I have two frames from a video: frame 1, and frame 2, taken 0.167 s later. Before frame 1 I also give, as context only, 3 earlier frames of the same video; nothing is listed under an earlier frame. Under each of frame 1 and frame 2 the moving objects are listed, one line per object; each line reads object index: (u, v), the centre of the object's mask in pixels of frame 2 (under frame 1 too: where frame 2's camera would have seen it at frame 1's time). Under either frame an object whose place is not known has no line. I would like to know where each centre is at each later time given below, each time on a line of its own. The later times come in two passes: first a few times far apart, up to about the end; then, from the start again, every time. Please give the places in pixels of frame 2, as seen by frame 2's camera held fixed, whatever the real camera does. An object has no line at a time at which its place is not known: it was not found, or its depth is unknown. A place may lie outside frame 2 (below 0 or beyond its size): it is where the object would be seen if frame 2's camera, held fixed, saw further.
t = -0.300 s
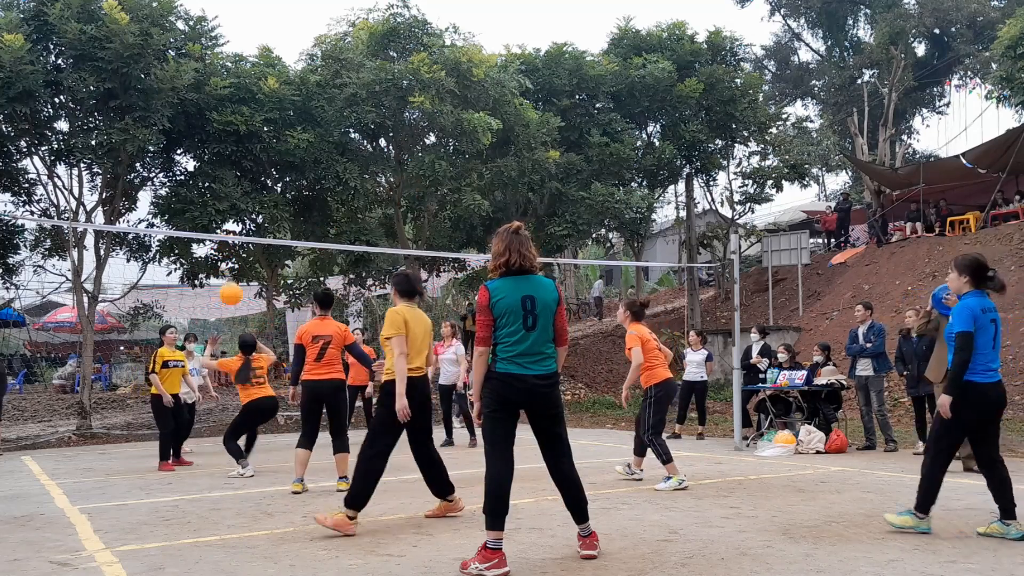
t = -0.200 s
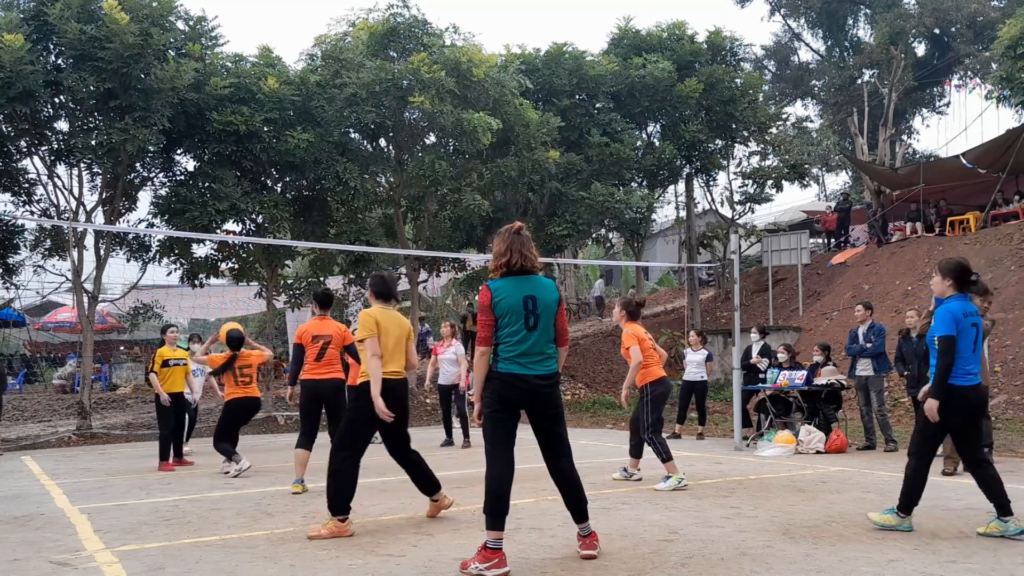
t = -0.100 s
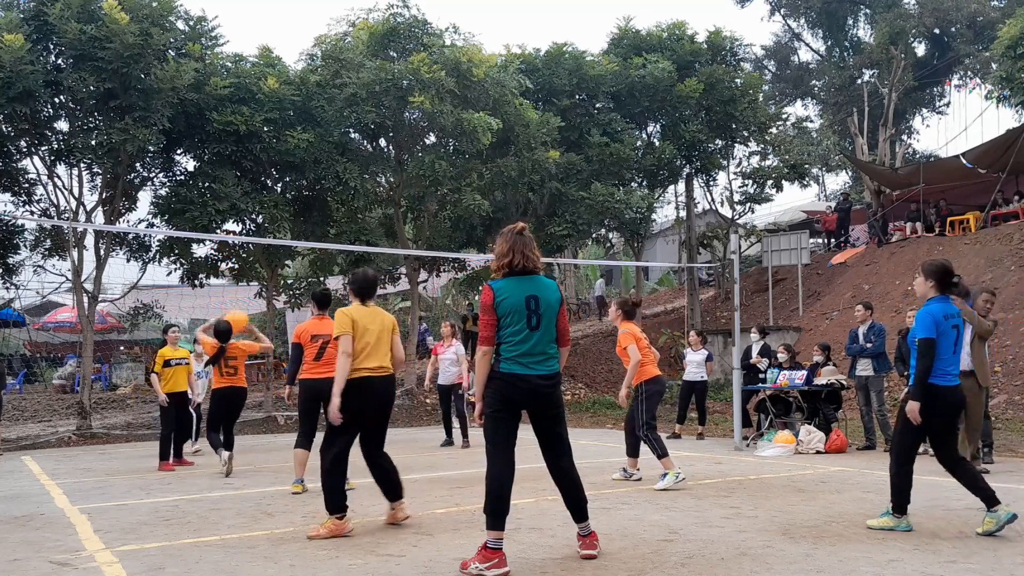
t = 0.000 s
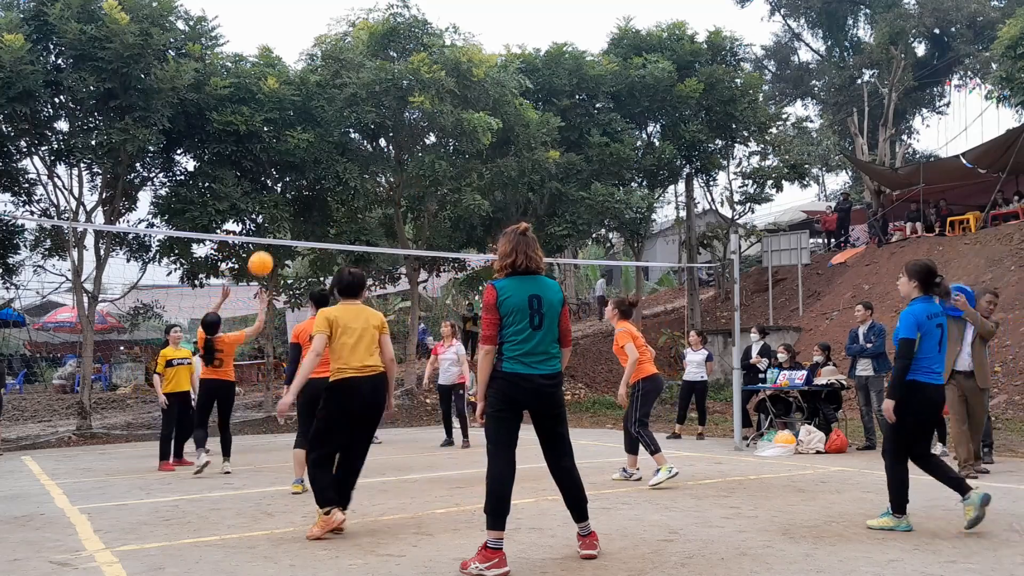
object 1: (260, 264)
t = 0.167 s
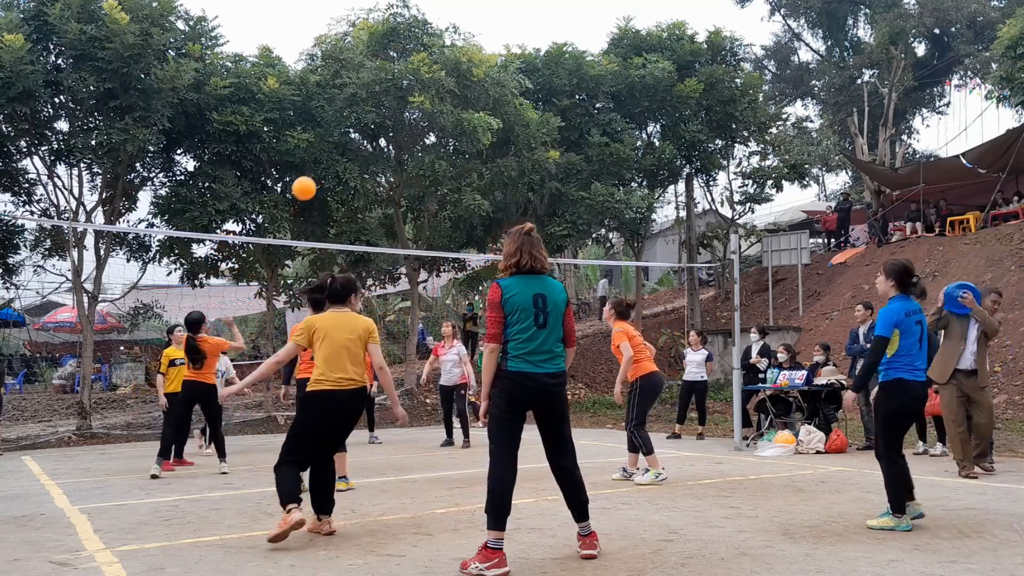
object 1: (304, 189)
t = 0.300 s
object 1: (334, 150)
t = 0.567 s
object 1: (390, 126)
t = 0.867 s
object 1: (449, 173)
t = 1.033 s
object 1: (477, 230)
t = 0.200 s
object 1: (312, 177)
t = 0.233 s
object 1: (319, 167)
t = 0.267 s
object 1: (327, 158)
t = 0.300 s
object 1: (334, 150)
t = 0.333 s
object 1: (342, 144)
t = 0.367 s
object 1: (349, 138)
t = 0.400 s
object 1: (356, 134)
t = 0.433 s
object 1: (363, 130)
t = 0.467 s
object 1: (370, 128)
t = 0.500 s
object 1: (377, 126)
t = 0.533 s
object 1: (384, 126)
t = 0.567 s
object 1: (390, 126)
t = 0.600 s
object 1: (397, 128)
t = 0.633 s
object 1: (404, 130)
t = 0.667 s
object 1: (410, 133)
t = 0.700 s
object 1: (417, 138)
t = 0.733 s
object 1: (424, 143)
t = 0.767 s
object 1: (430, 148)
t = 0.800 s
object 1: (436, 156)
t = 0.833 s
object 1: (443, 164)
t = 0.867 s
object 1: (449, 173)
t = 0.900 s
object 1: (455, 182)
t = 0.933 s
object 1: (461, 193)
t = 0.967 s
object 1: (466, 205)
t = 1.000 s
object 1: (472, 217)
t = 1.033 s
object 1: (477, 230)
